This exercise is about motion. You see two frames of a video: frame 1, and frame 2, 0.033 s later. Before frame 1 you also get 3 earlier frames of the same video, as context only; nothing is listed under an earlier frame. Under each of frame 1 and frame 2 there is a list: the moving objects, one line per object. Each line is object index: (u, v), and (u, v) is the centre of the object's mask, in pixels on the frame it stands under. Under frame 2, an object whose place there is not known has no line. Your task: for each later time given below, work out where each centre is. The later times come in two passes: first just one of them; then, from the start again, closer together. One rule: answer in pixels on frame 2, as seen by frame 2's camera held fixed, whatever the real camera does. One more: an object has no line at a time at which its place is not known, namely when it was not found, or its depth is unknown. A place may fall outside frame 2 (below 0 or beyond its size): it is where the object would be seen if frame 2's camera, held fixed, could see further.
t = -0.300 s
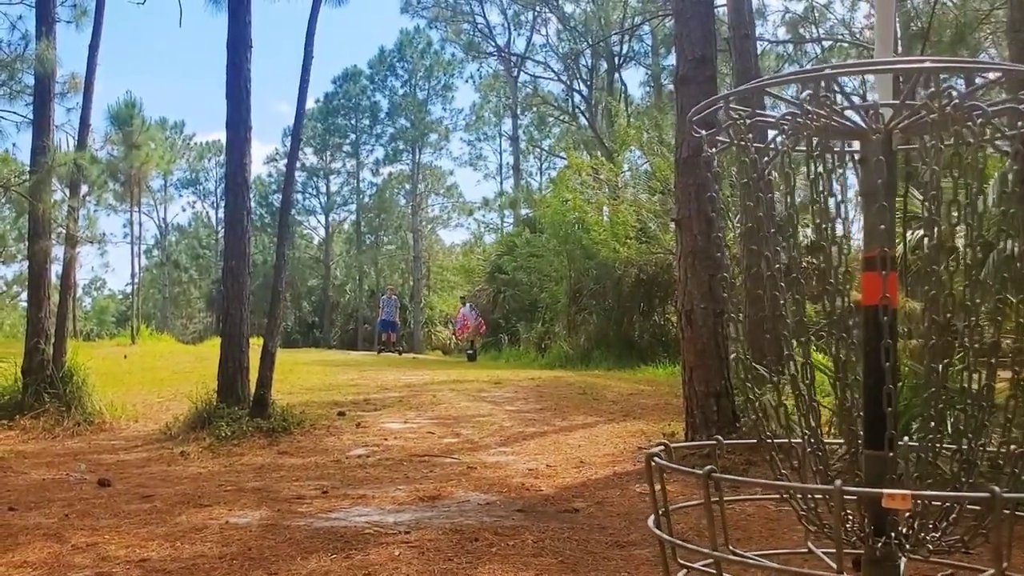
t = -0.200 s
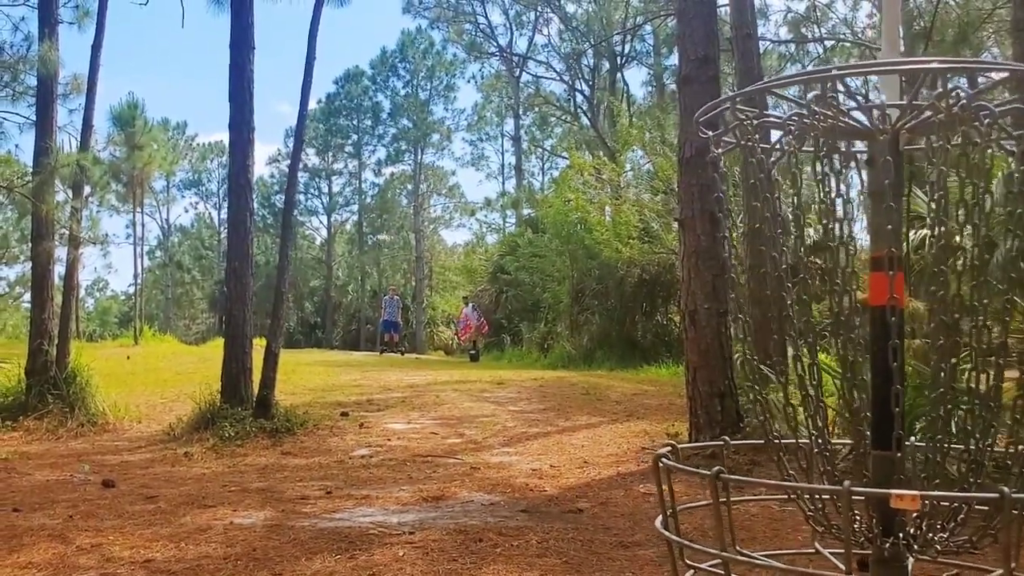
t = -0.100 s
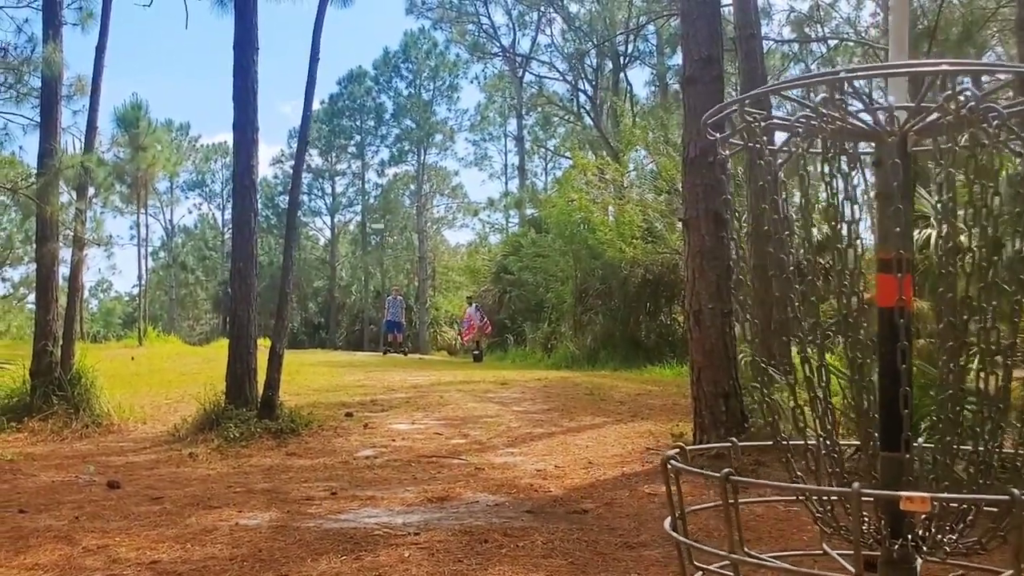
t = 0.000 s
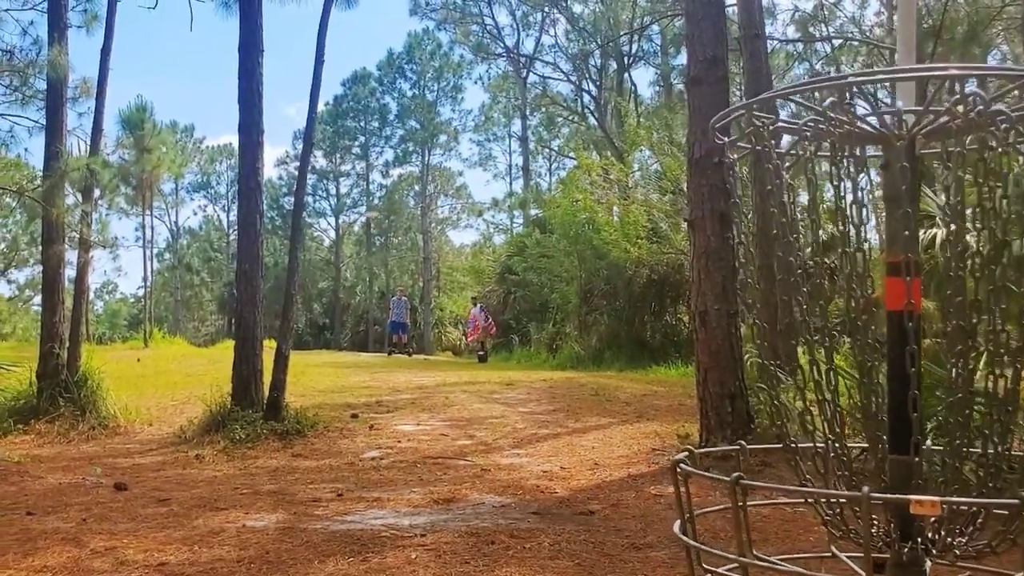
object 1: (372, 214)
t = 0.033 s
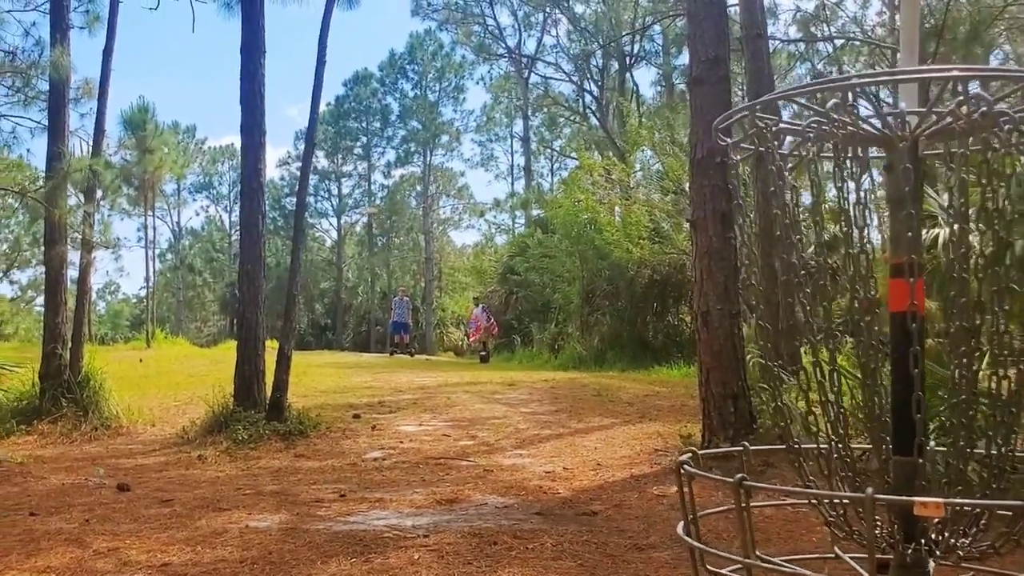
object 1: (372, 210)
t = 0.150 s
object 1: (356, 197)
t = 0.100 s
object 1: (361, 200)
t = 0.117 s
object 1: (360, 200)
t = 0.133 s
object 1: (358, 197)
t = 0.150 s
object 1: (356, 197)
